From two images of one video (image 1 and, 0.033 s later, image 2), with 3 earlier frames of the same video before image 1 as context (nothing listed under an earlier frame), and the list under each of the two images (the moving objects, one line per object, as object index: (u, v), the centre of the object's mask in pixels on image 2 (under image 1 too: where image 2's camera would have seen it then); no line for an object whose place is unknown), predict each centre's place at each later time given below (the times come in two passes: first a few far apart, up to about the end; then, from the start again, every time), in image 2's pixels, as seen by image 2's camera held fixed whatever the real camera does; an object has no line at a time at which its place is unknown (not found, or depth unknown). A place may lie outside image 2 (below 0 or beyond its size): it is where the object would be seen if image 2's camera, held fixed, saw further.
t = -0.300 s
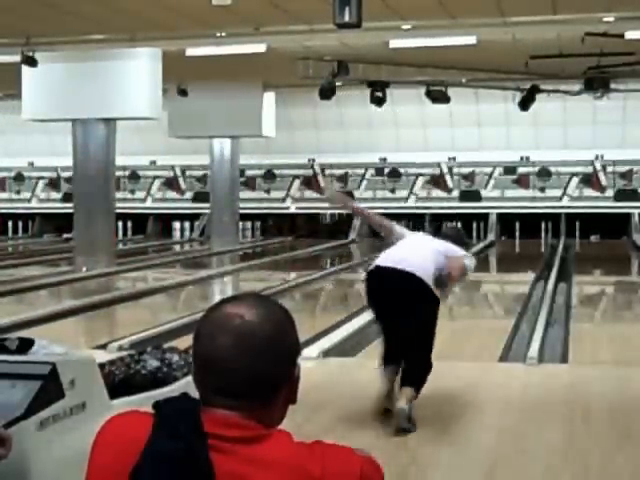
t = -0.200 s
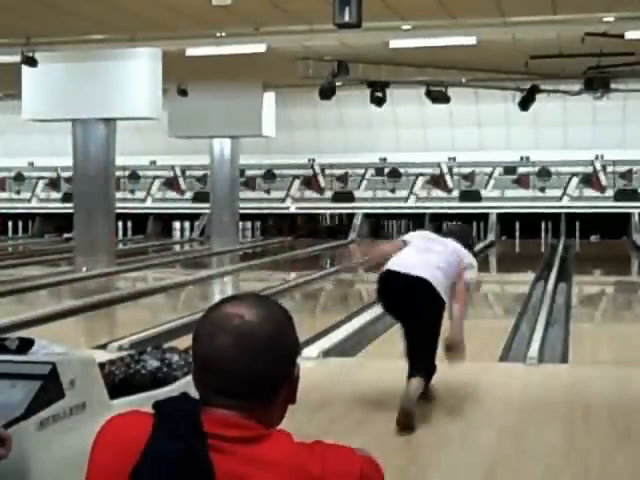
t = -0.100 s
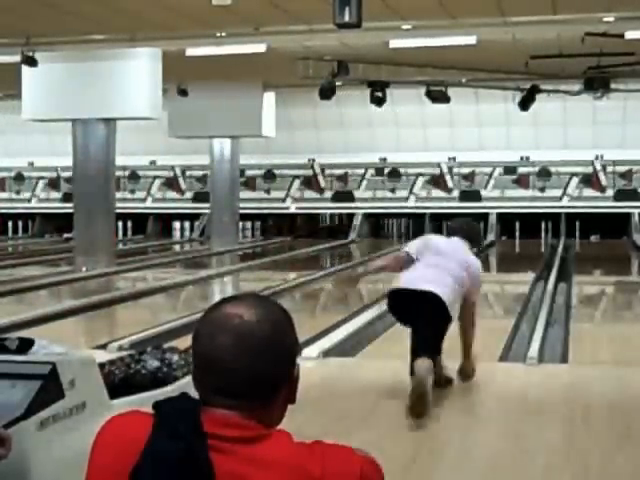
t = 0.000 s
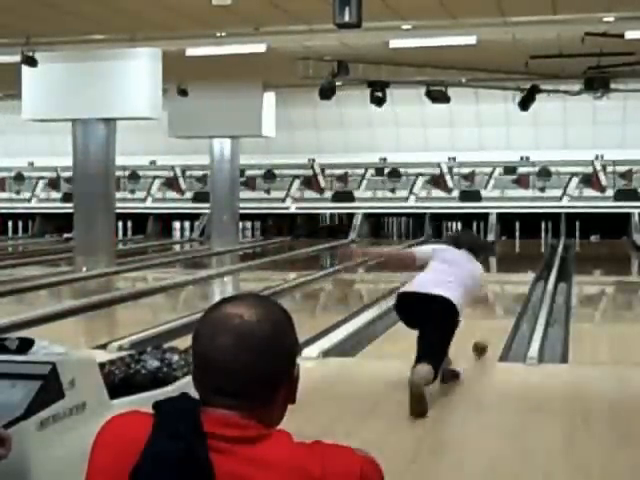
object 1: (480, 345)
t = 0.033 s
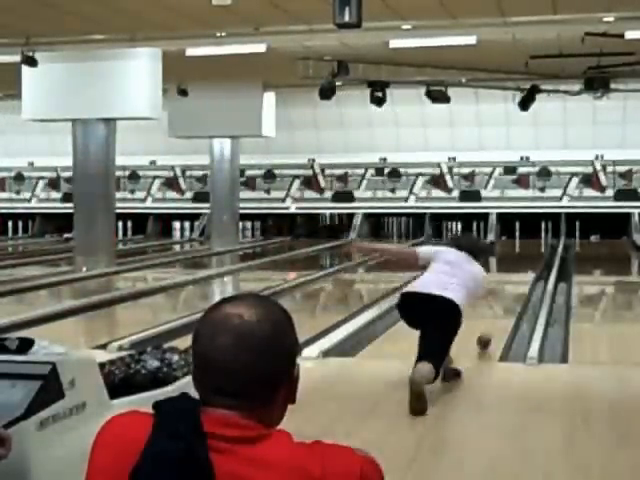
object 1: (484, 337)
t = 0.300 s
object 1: (505, 297)
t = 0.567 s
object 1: (517, 276)
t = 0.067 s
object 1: (488, 329)
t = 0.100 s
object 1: (490, 325)
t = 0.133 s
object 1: (493, 319)
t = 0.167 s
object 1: (496, 315)
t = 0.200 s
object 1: (498, 309)
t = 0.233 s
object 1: (500, 305)
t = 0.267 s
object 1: (503, 302)
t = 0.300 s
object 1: (505, 297)
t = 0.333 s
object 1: (507, 295)
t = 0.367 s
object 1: (509, 291)
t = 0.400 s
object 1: (510, 288)
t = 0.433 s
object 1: (512, 284)
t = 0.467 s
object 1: (513, 283)
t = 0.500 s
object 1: (515, 279)
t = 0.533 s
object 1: (516, 277)
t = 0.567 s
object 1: (517, 276)
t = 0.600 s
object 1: (518, 274)
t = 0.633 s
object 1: (520, 274)
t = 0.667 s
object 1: (522, 274)
